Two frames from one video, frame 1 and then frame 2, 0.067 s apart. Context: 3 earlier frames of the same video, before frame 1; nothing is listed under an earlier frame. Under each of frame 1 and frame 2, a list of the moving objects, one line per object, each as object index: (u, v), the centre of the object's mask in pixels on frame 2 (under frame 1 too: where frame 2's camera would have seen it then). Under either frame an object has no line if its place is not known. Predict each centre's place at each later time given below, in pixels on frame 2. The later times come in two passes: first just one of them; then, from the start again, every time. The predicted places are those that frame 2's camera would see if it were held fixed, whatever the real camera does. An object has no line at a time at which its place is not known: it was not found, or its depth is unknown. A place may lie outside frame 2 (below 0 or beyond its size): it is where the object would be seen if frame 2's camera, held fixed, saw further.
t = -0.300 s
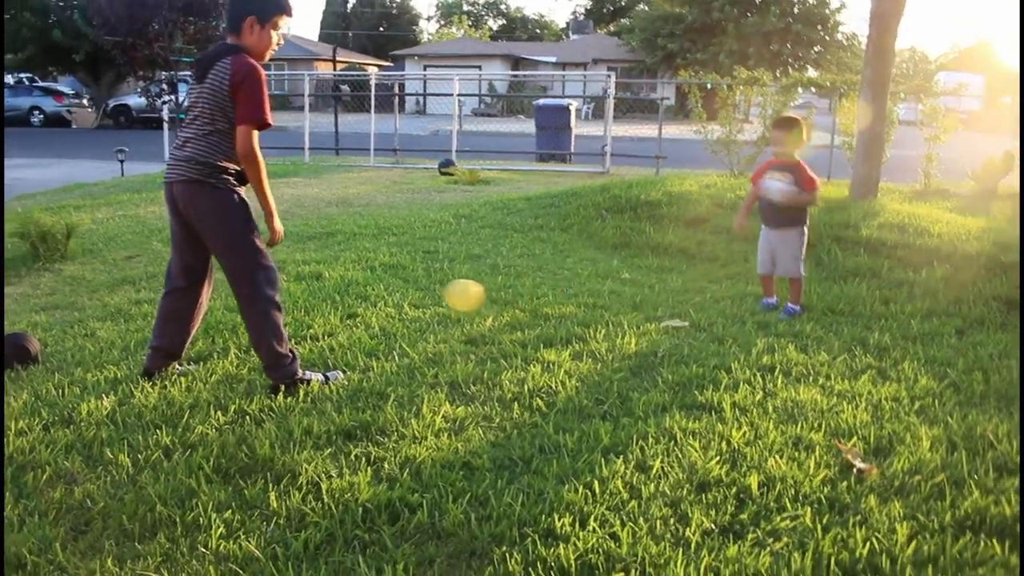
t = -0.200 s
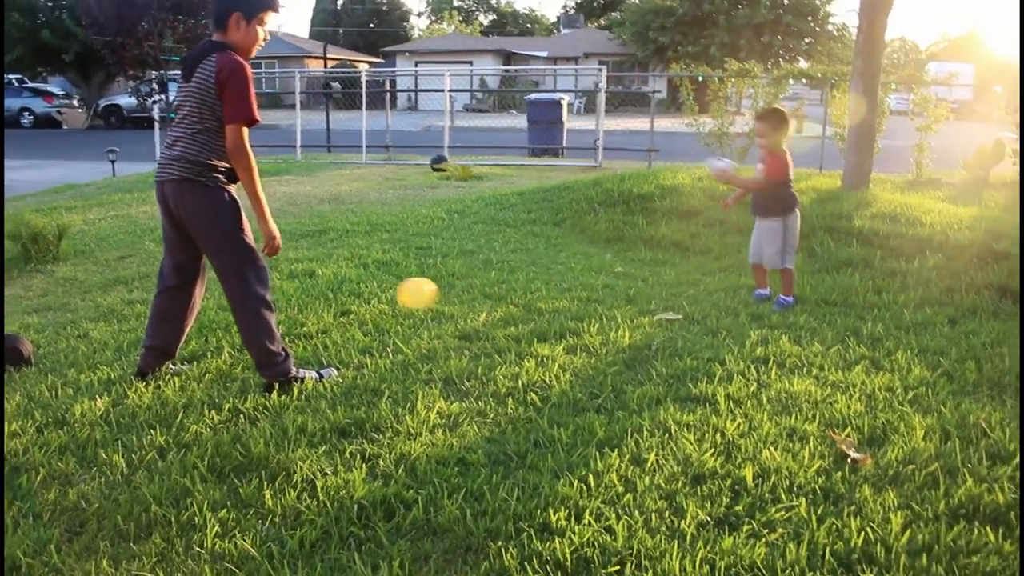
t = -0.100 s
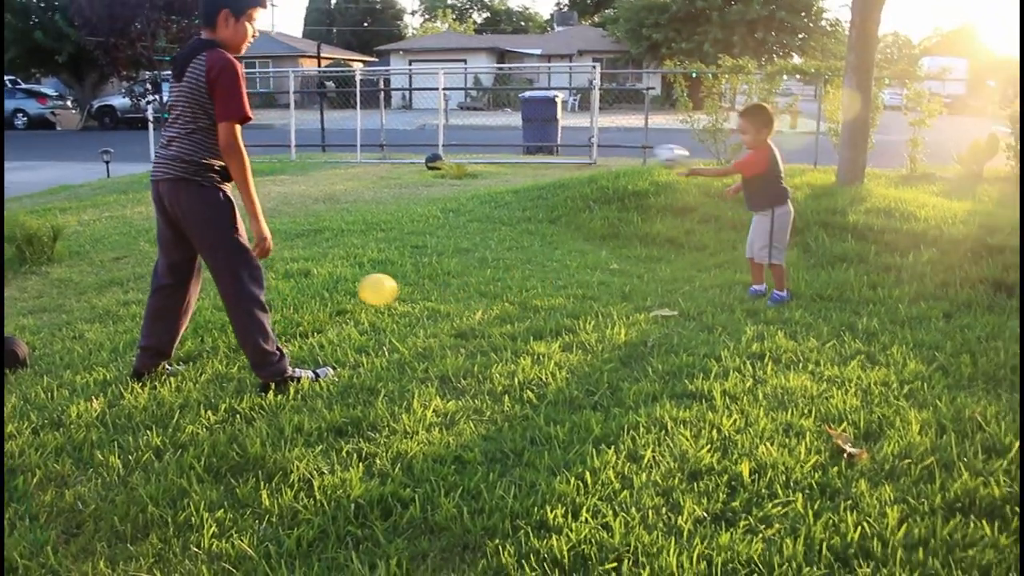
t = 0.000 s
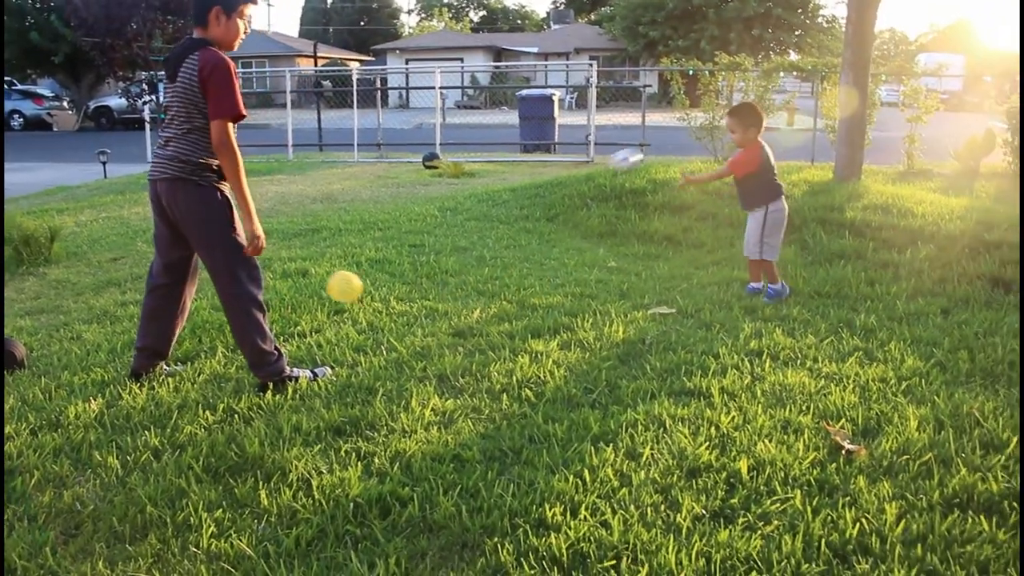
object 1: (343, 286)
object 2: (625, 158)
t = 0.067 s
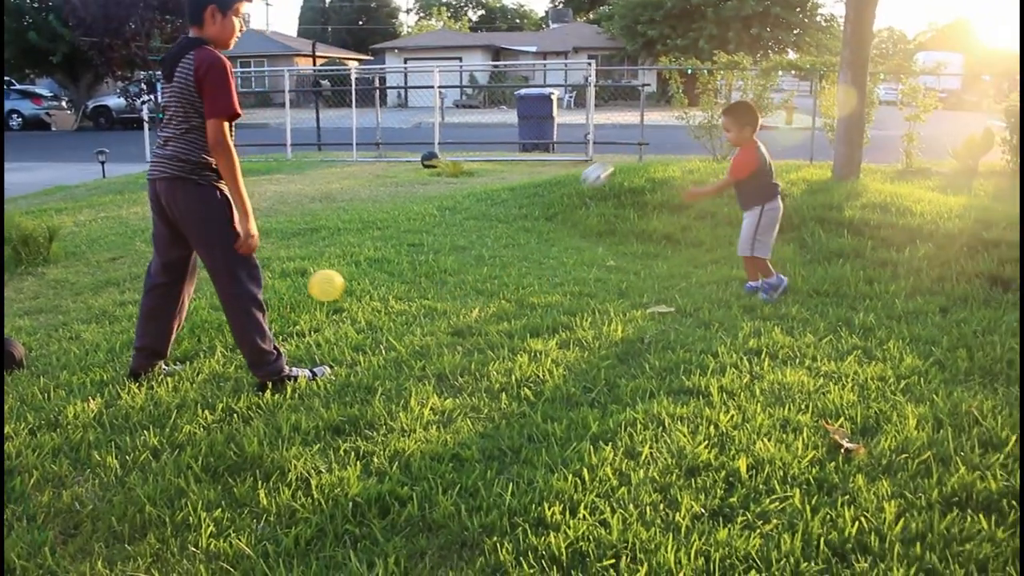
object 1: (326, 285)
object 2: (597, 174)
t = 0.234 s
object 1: (290, 284)
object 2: (533, 248)
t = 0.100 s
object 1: (318, 286)
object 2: (583, 186)
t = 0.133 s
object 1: (311, 287)
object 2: (571, 198)
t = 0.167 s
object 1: (303, 286)
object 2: (558, 213)
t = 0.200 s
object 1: (297, 285)
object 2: (546, 229)
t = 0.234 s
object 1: (290, 284)
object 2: (533, 248)
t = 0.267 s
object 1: (284, 284)
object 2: (522, 265)
